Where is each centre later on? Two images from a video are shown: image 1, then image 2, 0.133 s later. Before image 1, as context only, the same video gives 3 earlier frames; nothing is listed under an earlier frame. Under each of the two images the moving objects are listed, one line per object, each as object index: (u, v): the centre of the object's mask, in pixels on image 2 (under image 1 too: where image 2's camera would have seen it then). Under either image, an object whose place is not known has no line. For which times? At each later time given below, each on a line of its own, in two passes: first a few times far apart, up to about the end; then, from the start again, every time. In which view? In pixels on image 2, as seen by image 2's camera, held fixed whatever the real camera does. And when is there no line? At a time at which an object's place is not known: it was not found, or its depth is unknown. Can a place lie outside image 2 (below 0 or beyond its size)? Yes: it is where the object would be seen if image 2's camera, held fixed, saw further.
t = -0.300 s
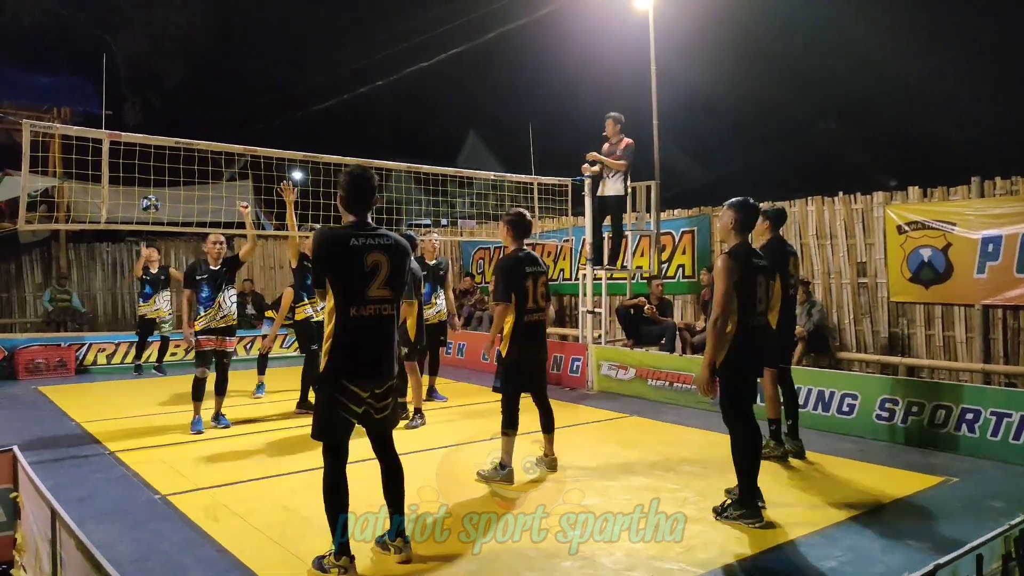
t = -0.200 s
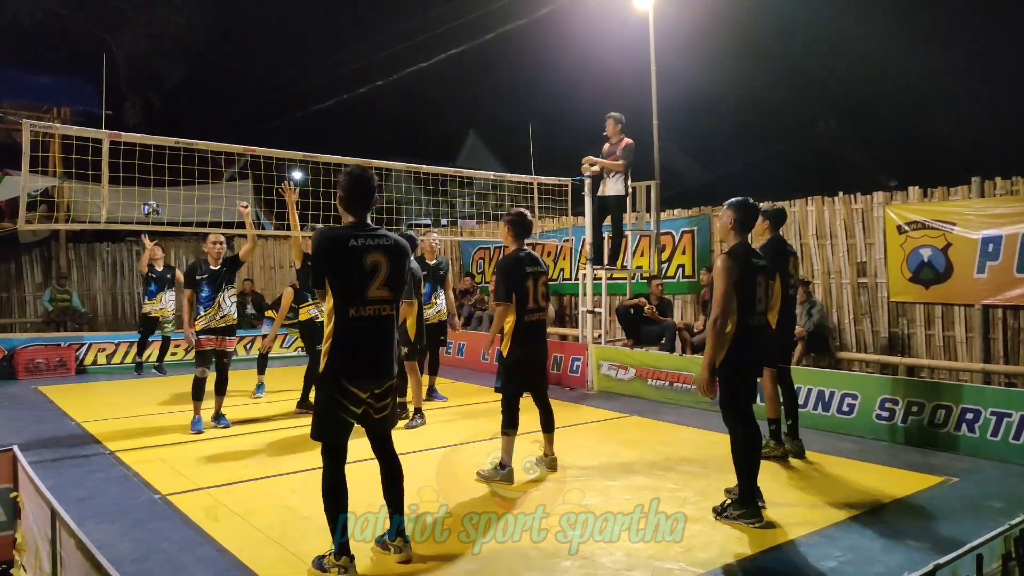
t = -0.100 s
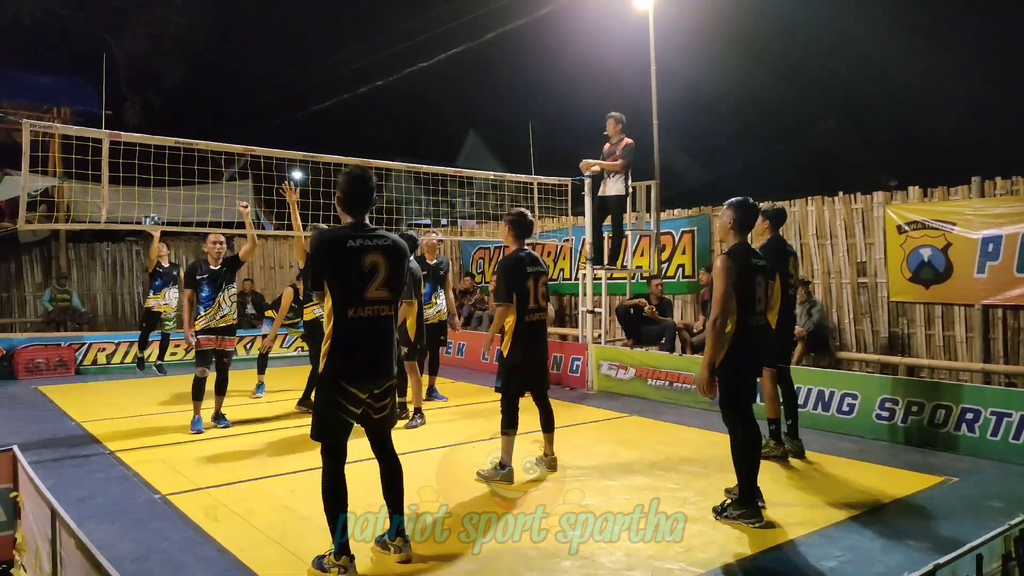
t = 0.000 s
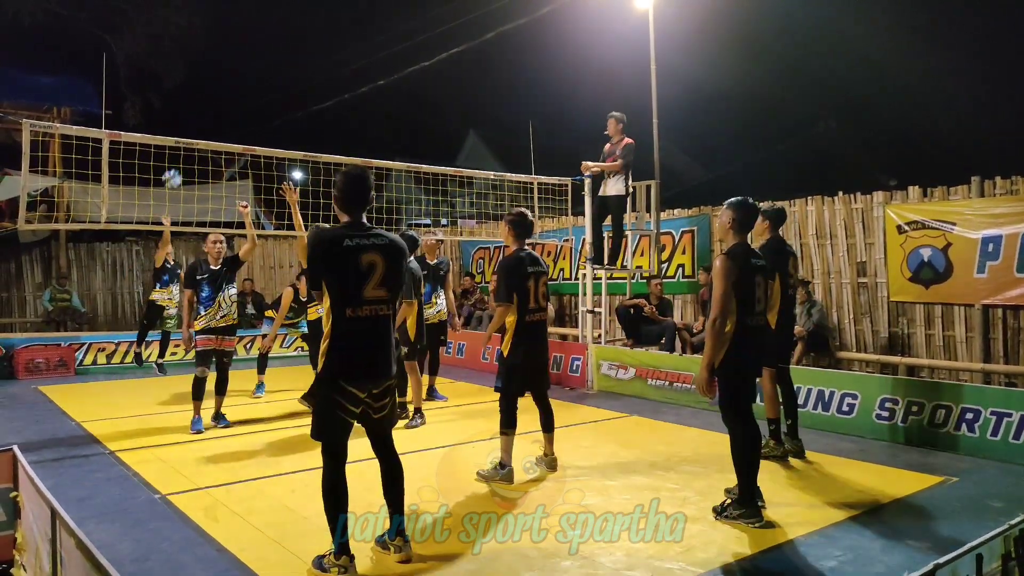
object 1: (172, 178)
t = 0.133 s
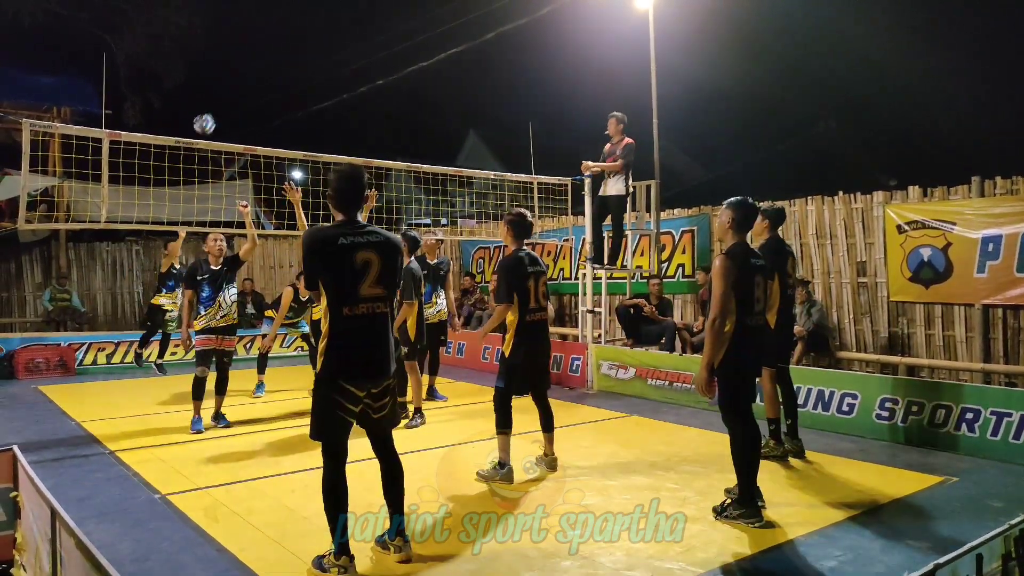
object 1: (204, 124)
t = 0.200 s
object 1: (221, 101)
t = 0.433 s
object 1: (282, 47)
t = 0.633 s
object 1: (342, 37)
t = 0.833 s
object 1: (412, 75)
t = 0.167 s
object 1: (212, 112)
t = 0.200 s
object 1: (221, 101)
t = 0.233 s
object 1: (227, 90)
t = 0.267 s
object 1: (236, 81)
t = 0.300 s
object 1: (246, 73)
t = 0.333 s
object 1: (254, 65)
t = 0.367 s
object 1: (263, 58)
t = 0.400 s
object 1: (273, 52)
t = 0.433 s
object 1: (282, 47)
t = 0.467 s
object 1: (291, 41)
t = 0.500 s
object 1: (300, 38)
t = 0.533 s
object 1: (310, 35)
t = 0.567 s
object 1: (320, 34)
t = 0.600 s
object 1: (331, 35)
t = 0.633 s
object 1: (342, 37)
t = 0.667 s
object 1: (353, 40)
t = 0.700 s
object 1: (365, 46)
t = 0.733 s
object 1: (375, 50)
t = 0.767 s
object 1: (387, 57)
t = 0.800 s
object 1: (400, 64)
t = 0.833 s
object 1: (412, 75)
